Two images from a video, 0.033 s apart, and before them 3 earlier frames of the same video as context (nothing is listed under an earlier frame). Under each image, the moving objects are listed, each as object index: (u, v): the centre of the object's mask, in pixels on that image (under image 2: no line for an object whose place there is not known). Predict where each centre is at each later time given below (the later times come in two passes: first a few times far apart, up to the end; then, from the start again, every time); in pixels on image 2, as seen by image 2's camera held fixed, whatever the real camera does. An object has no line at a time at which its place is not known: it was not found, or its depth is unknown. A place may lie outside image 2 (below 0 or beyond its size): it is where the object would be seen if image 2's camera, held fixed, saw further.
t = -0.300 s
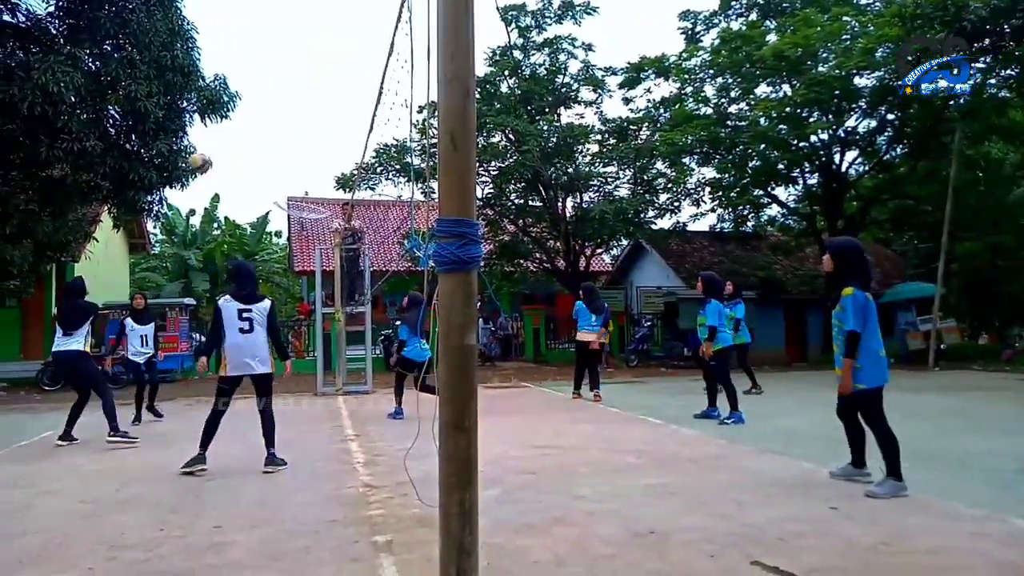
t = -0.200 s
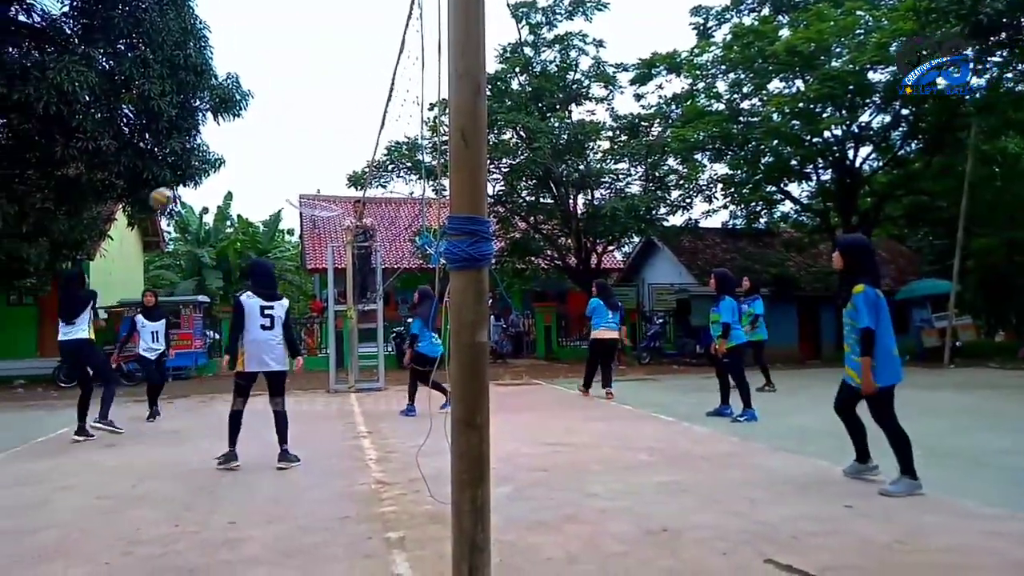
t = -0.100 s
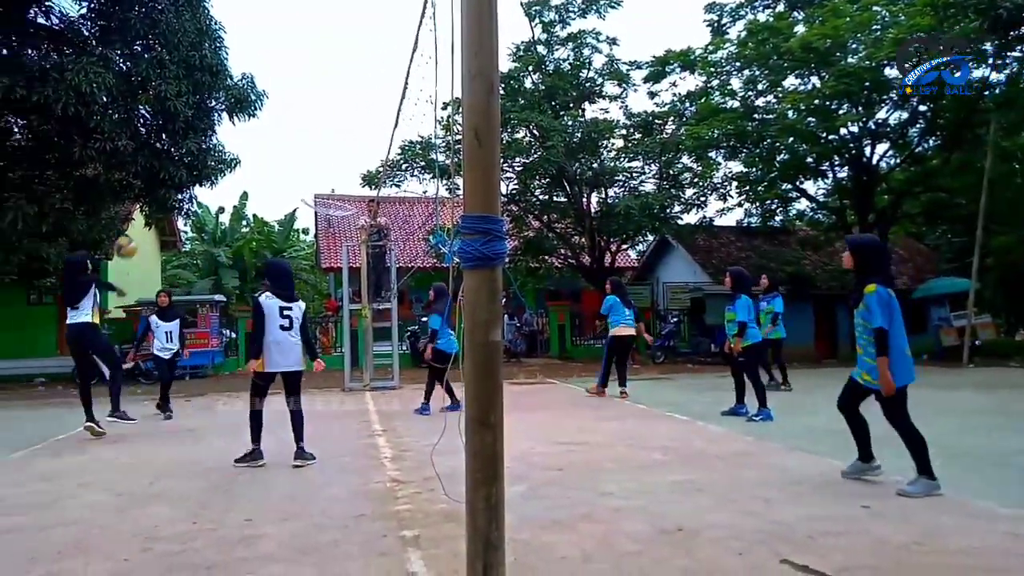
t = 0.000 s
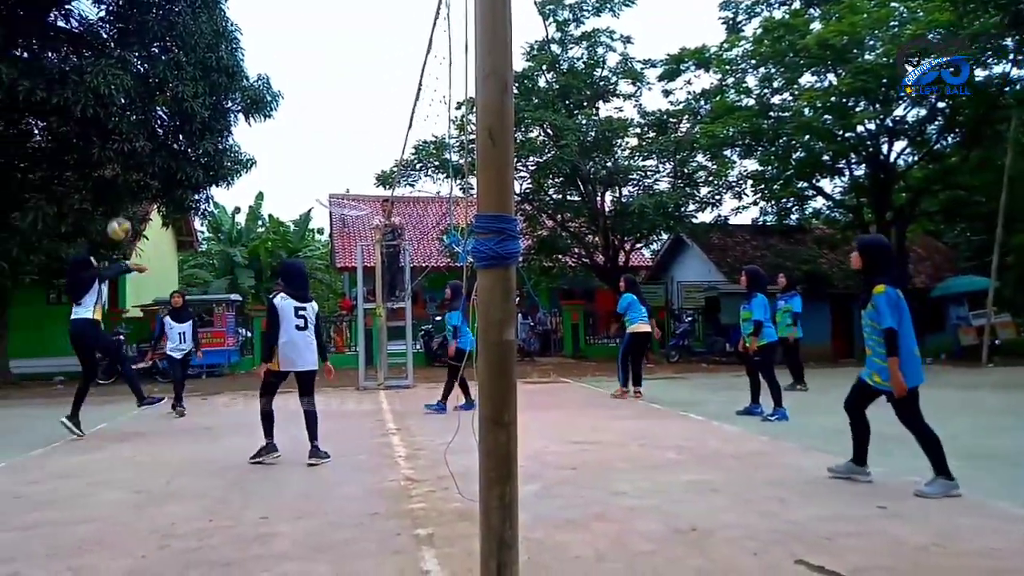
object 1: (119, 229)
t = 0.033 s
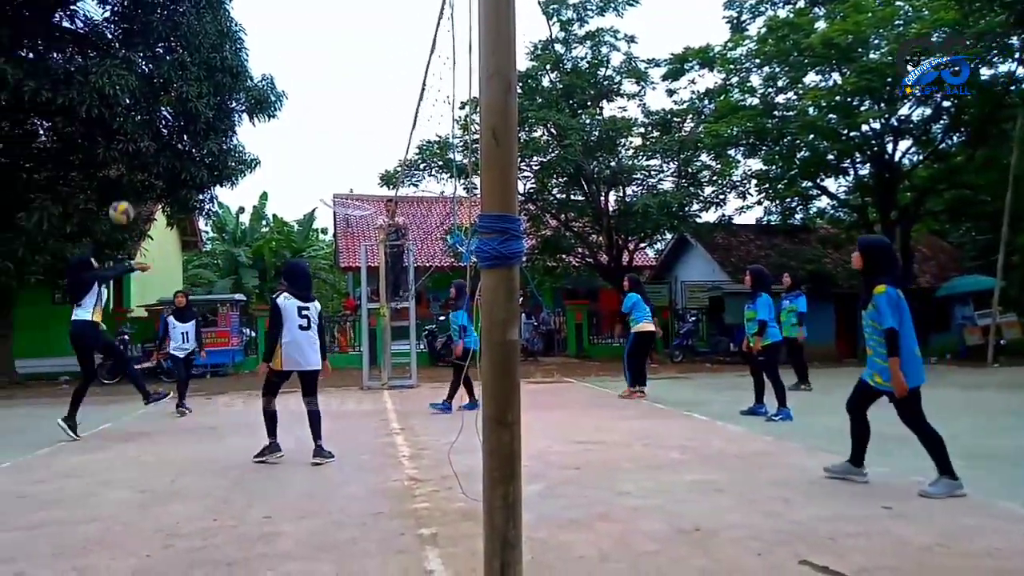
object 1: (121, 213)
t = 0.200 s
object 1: (104, 140)
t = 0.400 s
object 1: (83, 86)
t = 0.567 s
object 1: (62, 72)
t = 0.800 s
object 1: (30, 107)
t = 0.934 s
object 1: (9, 162)
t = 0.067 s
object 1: (118, 196)
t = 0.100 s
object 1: (114, 180)
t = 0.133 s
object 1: (111, 166)
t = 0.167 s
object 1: (107, 152)
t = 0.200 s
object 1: (104, 140)
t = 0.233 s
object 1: (100, 128)
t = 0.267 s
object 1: (97, 118)
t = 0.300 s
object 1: (93, 108)
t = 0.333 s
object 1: (89, 100)
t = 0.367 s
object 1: (86, 92)
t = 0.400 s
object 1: (83, 86)
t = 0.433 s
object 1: (78, 80)
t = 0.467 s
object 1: (75, 76)
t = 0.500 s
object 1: (71, 73)
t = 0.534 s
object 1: (66, 71)
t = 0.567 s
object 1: (62, 72)
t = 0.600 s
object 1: (58, 72)
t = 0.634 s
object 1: (53, 74)
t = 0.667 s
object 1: (49, 78)
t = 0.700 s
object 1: (45, 83)
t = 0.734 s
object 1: (40, 90)
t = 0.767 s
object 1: (35, 98)
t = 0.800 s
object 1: (30, 107)
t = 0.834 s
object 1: (25, 118)
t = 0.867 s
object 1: (19, 131)
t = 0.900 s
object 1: (15, 146)
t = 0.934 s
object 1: (9, 162)
